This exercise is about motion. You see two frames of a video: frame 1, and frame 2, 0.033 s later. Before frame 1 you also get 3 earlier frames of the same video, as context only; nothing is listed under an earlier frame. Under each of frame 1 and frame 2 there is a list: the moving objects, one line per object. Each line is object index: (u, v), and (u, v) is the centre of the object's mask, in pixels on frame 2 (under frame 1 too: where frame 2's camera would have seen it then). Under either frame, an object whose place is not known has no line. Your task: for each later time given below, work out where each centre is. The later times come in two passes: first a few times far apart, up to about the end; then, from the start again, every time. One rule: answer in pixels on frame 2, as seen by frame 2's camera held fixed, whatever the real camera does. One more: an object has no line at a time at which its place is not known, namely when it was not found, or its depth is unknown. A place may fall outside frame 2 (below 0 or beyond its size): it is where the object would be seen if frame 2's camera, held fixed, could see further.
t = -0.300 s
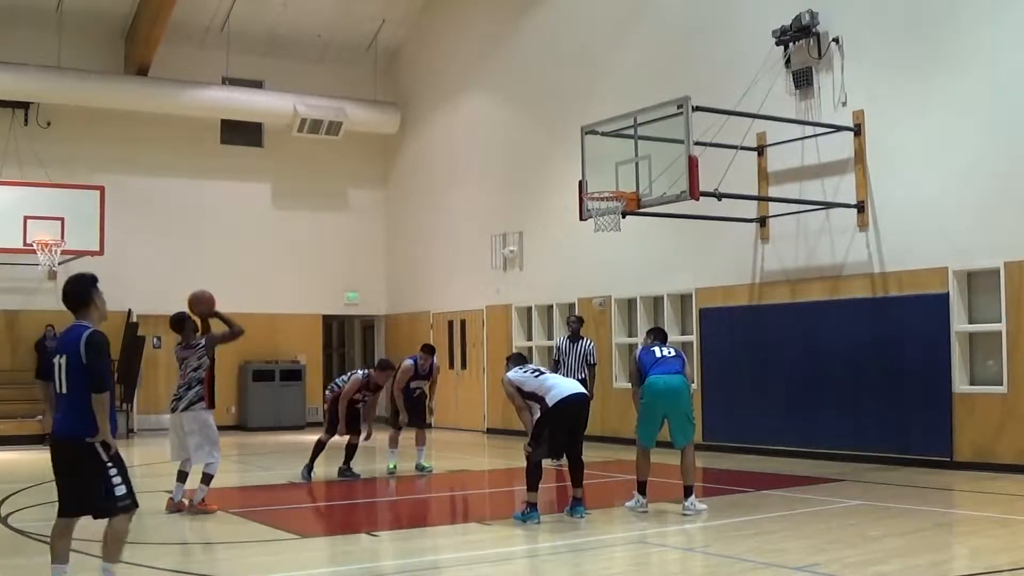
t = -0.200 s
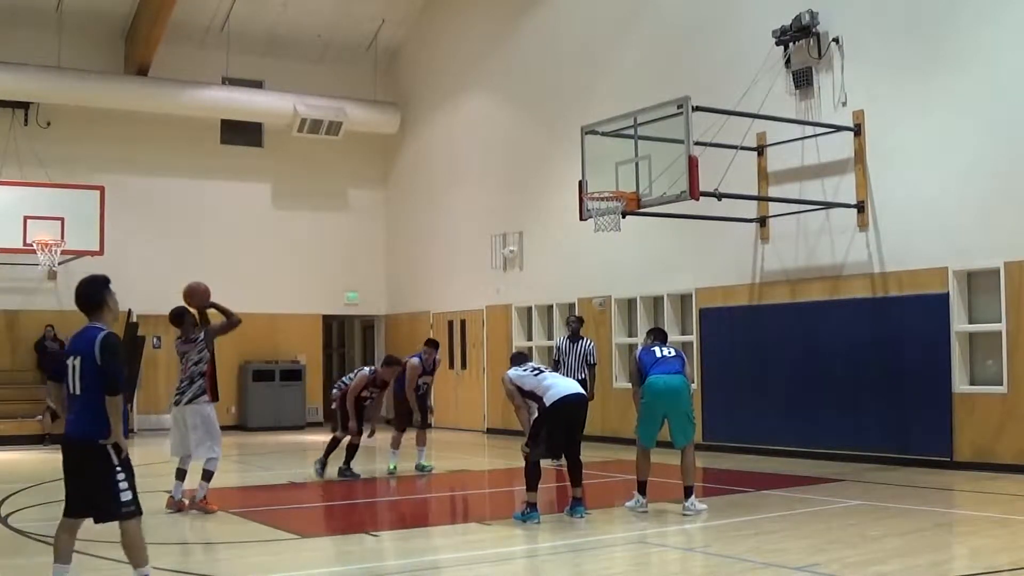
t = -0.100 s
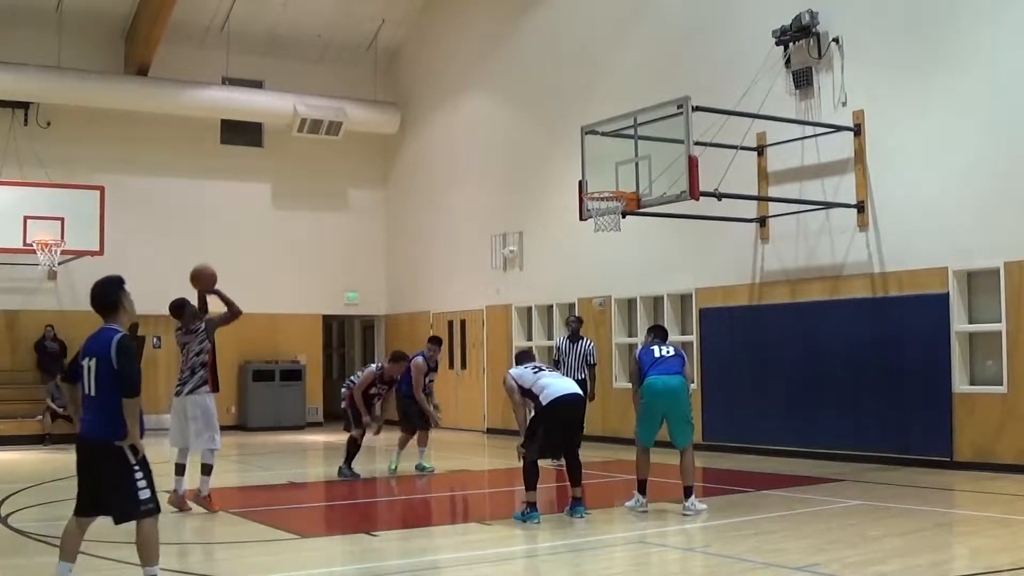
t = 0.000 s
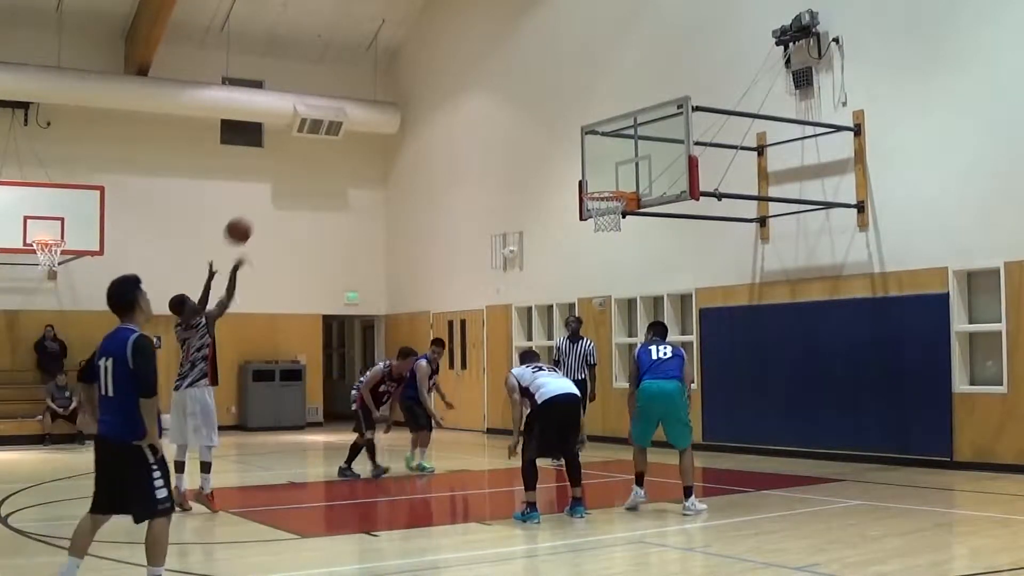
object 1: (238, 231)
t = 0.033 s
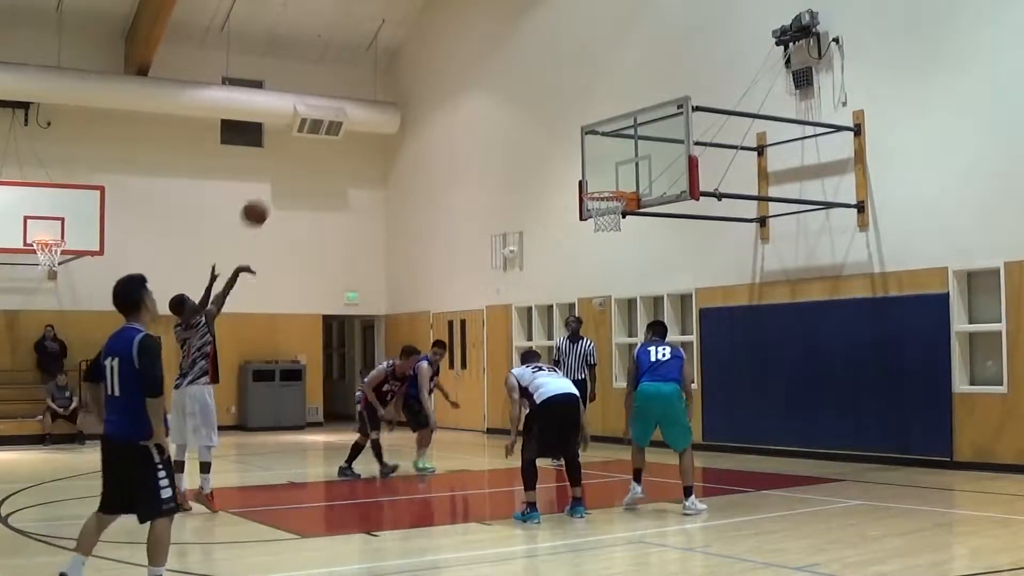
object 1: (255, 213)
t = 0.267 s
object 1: (362, 131)
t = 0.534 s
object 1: (471, 109)
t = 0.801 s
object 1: (568, 153)
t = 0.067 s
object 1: (270, 198)
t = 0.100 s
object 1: (286, 183)
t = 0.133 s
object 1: (302, 170)
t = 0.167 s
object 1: (318, 158)
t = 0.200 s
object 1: (332, 148)
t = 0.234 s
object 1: (347, 139)
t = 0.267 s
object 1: (362, 131)
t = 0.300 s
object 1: (376, 125)
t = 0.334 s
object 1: (390, 119)
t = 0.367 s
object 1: (405, 114)
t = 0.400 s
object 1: (419, 112)
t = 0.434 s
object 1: (432, 110)
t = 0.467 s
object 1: (445, 108)
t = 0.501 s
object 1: (458, 108)
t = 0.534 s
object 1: (471, 109)
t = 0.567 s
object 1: (484, 111)
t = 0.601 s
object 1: (496, 114)
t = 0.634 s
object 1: (509, 118)
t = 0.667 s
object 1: (521, 124)
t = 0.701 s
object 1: (533, 130)
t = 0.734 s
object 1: (545, 137)
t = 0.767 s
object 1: (556, 145)
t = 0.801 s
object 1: (568, 153)
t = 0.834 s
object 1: (579, 164)
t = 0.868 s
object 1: (592, 174)
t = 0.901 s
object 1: (602, 184)
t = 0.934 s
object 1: (609, 196)
